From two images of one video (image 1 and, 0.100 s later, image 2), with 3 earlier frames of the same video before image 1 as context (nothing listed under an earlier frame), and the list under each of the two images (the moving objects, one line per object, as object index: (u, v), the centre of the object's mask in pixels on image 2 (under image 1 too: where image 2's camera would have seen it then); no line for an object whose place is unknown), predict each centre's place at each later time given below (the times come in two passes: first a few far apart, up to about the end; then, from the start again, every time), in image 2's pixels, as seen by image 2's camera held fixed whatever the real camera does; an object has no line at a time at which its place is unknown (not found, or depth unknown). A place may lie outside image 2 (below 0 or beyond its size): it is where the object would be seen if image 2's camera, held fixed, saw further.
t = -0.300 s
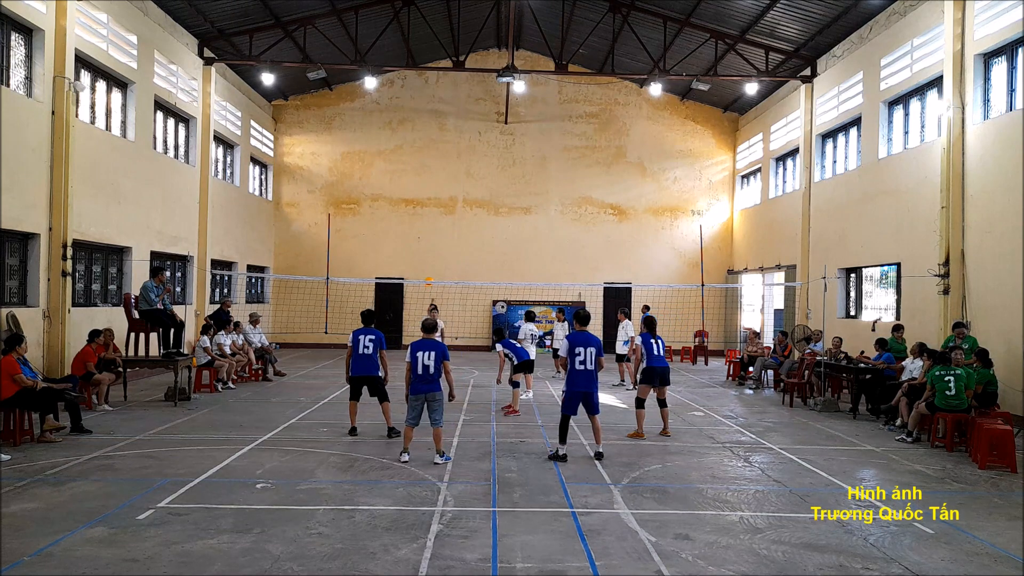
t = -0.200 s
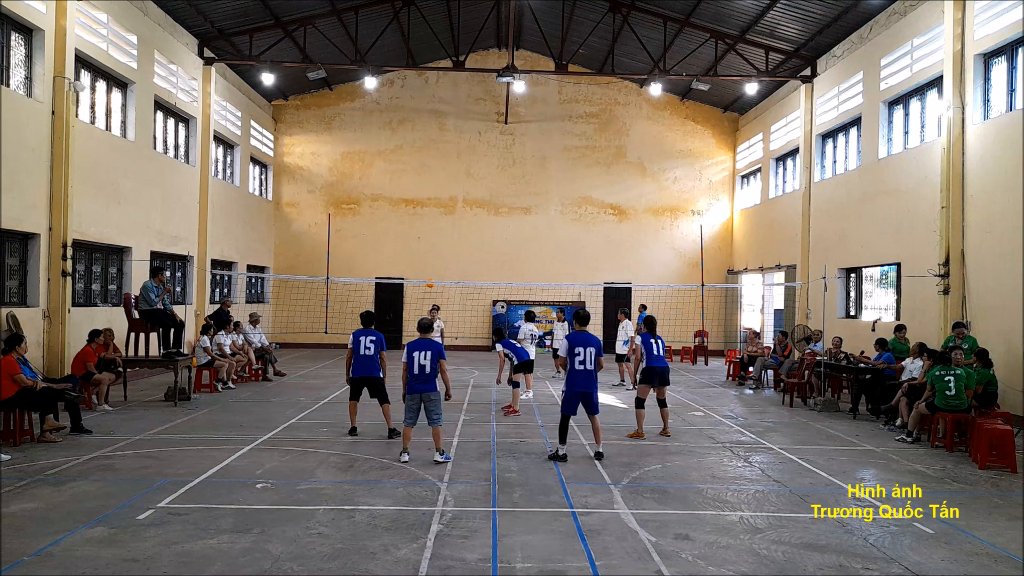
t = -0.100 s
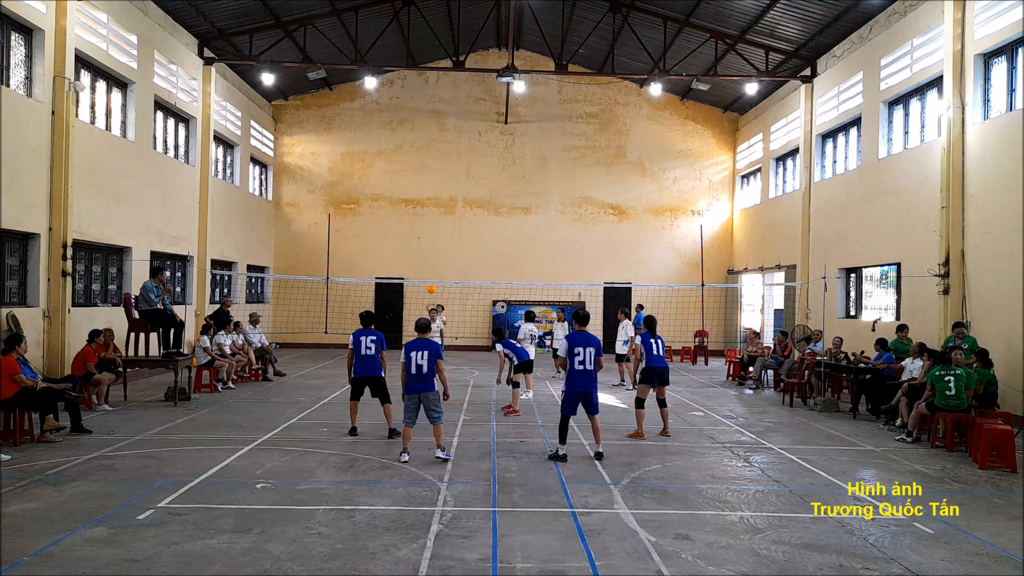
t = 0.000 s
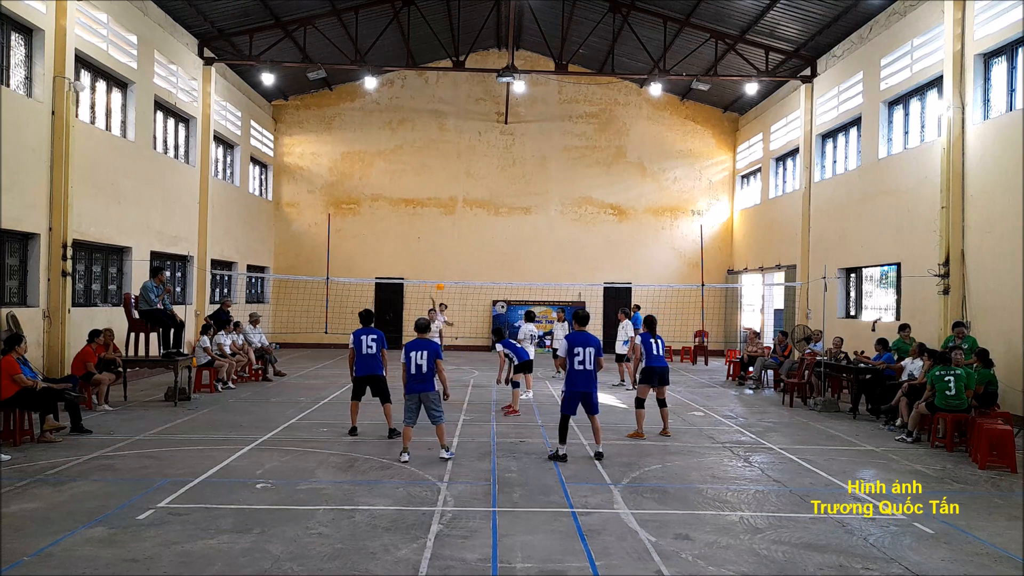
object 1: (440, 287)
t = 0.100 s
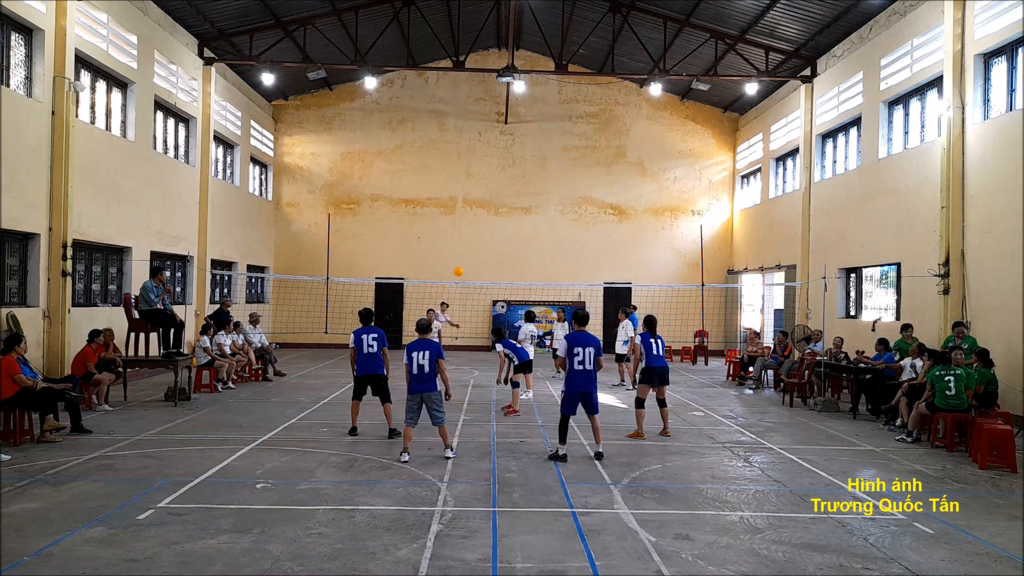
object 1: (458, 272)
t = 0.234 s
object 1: (481, 254)
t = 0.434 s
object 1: (513, 234)
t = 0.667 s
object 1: (551, 231)
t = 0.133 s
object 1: (464, 267)
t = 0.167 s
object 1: (470, 263)
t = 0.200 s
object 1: (476, 259)
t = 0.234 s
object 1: (481, 254)
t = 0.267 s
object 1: (487, 250)
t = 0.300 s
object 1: (492, 247)
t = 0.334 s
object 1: (497, 243)
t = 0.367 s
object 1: (502, 240)
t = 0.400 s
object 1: (507, 237)
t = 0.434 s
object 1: (513, 234)
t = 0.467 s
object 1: (518, 232)
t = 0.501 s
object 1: (523, 231)
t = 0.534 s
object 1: (528, 229)
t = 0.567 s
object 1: (534, 229)
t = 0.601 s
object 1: (539, 229)
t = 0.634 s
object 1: (545, 230)
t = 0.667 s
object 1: (551, 231)
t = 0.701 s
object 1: (557, 234)
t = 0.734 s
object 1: (564, 237)
